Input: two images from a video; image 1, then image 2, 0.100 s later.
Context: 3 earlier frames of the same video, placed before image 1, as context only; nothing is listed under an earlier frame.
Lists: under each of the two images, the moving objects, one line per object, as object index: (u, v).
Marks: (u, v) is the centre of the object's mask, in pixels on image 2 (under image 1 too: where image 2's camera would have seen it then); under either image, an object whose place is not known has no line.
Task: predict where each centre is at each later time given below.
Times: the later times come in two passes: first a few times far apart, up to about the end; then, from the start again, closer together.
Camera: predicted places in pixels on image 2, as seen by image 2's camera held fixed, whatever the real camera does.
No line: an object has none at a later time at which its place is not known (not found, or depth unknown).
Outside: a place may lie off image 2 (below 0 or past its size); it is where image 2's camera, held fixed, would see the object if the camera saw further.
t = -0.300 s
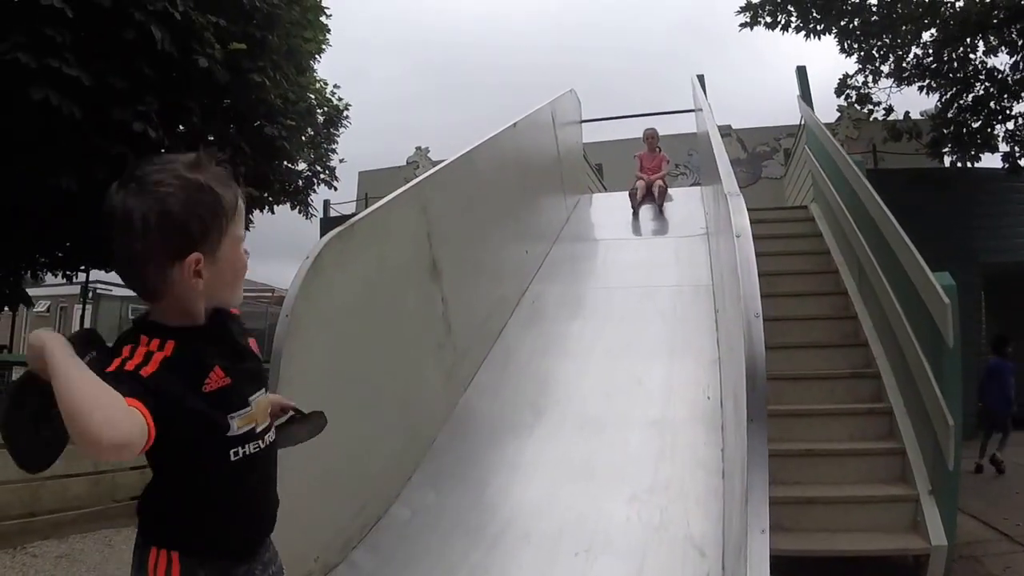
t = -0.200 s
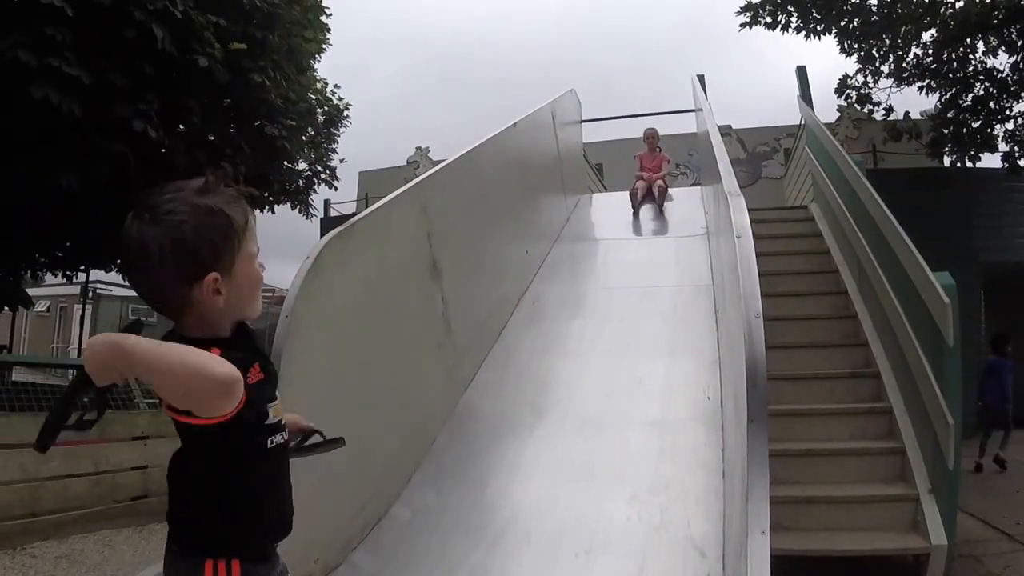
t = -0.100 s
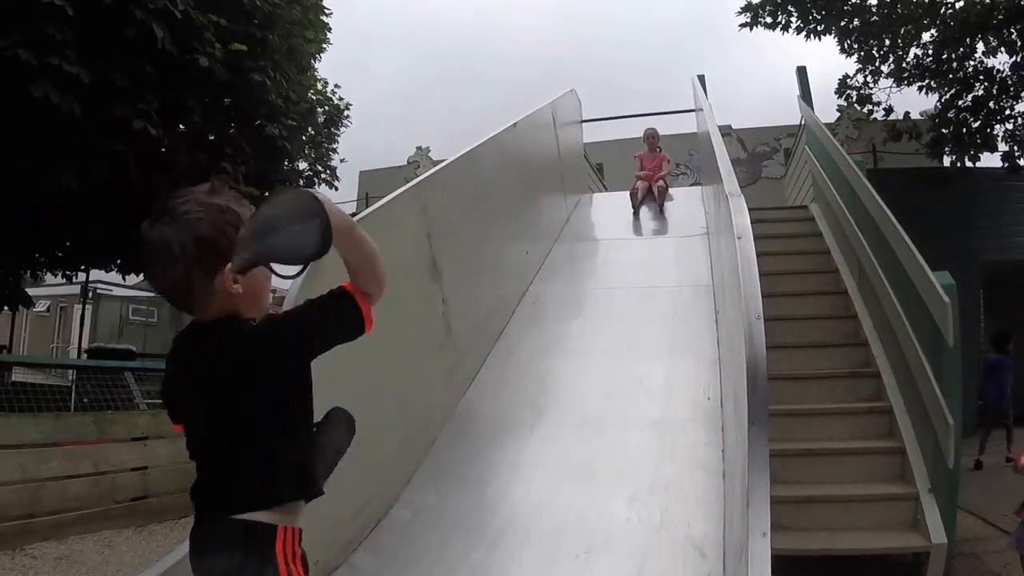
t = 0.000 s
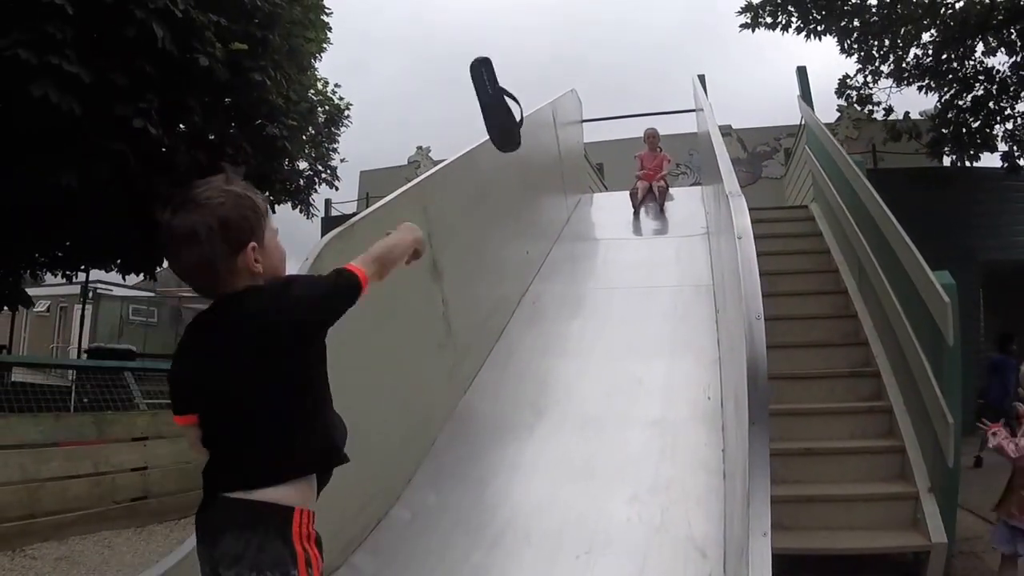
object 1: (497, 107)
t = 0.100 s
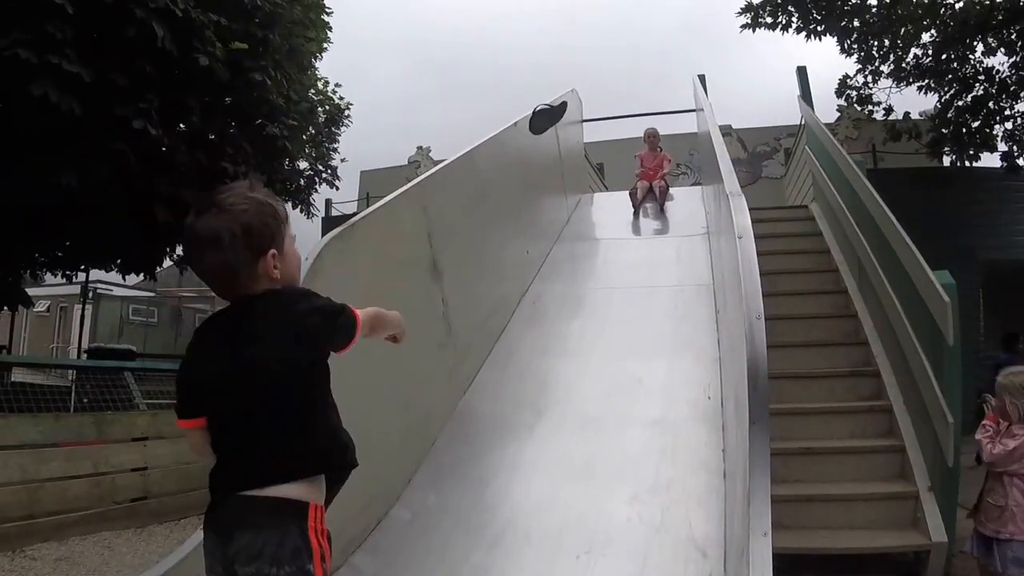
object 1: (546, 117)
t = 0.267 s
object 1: (576, 159)
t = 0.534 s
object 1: (589, 241)
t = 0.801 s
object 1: (568, 239)
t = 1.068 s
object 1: (570, 248)
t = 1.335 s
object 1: (562, 264)
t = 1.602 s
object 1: (552, 279)
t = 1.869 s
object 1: (542, 300)
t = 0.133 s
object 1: (556, 121)
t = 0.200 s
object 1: (570, 139)
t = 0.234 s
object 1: (573, 148)
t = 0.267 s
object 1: (576, 159)
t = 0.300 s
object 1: (580, 170)
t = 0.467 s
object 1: (593, 242)
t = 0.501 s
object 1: (592, 243)
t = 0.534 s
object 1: (589, 241)
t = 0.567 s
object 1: (586, 243)
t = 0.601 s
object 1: (583, 233)
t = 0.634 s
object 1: (581, 231)
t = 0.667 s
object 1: (578, 232)
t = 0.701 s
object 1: (575, 232)
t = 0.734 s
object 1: (572, 234)
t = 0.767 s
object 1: (570, 235)
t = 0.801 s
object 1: (568, 239)
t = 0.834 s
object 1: (569, 241)
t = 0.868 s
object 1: (570, 240)
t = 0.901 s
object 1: (571, 240)
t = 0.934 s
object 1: (572, 240)
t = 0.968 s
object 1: (572, 242)
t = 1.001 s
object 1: (571, 246)
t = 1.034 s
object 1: (571, 248)
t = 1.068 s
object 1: (570, 248)
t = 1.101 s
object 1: (570, 249)
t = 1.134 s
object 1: (570, 251)
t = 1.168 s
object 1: (567, 255)
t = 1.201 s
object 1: (567, 256)
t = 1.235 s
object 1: (566, 257)
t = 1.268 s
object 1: (565, 259)
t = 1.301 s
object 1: (563, 262)
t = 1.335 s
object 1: (562, 264)
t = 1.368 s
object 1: (561, 266)
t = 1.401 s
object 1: (560, 268)
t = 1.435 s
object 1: (559, 269)
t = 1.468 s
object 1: (557, 272)
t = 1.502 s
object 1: (556, 273)
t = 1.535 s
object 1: (555, 275)
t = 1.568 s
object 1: (554, 277)
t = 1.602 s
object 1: (552, 279)
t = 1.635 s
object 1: (551, 281)
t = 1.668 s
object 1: (550, 283)
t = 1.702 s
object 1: (549, 286)
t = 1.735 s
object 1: (547, 288)
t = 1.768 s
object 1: (546, 291)
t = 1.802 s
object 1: (545, 293)
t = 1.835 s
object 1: (543, 296)
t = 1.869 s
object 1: (542, 300)
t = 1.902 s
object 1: (540, 303)
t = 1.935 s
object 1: (539, 305)
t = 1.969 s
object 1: (537, 308)
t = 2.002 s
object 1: (535, 312)
